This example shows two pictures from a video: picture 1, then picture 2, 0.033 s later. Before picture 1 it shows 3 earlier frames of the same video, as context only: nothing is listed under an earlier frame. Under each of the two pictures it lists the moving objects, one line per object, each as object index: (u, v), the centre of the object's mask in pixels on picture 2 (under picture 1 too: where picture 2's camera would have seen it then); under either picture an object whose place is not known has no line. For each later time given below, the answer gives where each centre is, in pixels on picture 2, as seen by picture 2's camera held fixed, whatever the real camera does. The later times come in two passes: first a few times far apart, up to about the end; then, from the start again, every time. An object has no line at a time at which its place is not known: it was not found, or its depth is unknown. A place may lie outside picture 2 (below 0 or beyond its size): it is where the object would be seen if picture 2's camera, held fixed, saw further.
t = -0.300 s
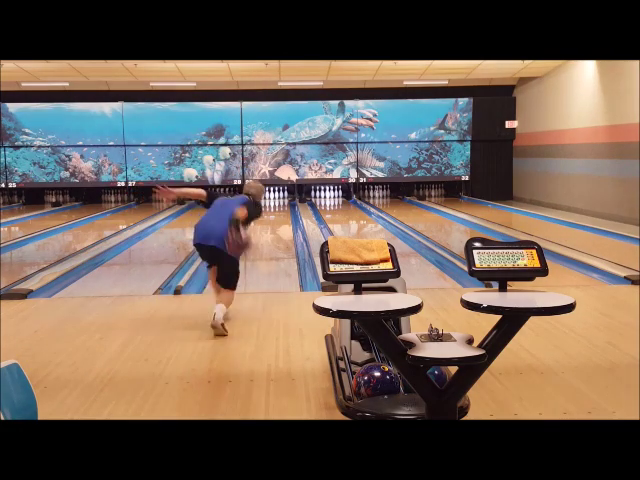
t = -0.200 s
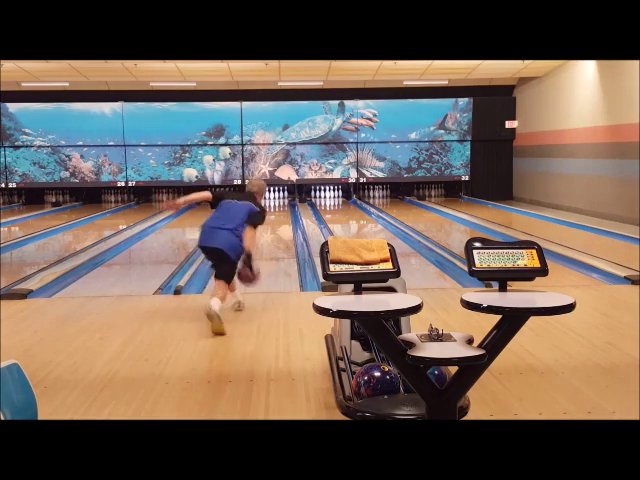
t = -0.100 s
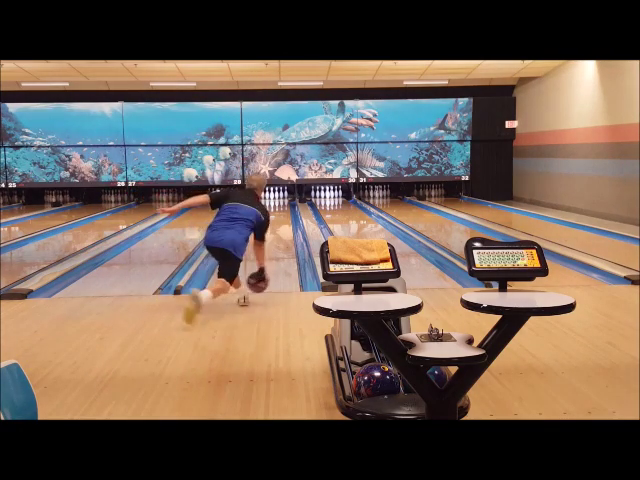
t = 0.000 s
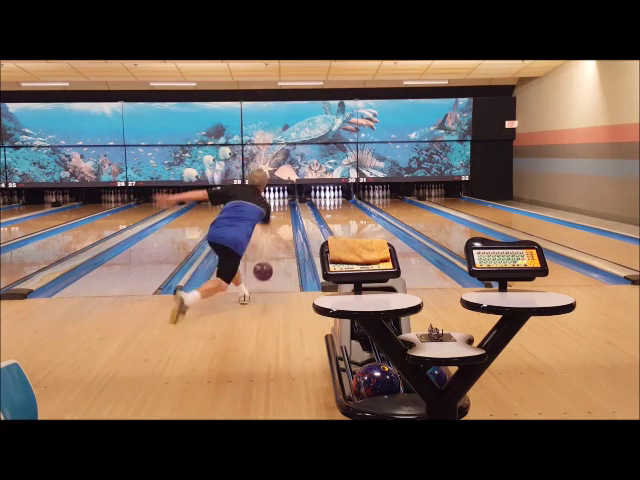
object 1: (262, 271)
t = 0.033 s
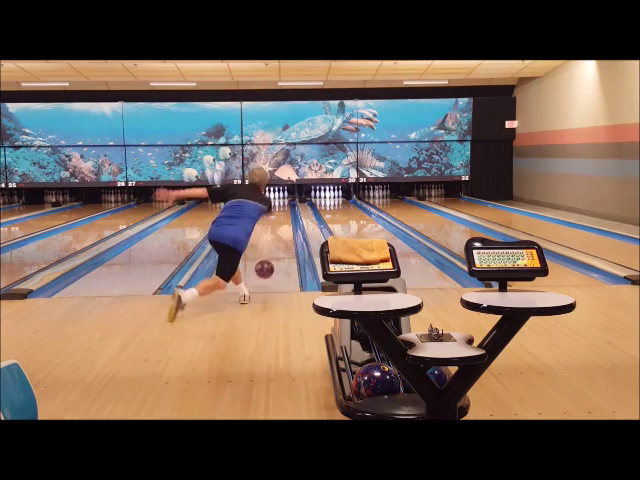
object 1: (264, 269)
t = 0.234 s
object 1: (271, 259)
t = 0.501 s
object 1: (277, 241)
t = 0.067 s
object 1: (265, 268)
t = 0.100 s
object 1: (266, 268)
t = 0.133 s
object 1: (268, 268)
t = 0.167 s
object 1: (269, 264)
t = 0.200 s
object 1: (270, 261)
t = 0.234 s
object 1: (271, 259)
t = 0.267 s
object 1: (272, 257)
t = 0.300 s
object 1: (273, 254)
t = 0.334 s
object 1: (273, 252)
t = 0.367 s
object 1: (274, 249)
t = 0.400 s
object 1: (275, 247)
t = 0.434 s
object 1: (276, 246)
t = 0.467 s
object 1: (277, 243)
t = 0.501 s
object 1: (277, 241)
